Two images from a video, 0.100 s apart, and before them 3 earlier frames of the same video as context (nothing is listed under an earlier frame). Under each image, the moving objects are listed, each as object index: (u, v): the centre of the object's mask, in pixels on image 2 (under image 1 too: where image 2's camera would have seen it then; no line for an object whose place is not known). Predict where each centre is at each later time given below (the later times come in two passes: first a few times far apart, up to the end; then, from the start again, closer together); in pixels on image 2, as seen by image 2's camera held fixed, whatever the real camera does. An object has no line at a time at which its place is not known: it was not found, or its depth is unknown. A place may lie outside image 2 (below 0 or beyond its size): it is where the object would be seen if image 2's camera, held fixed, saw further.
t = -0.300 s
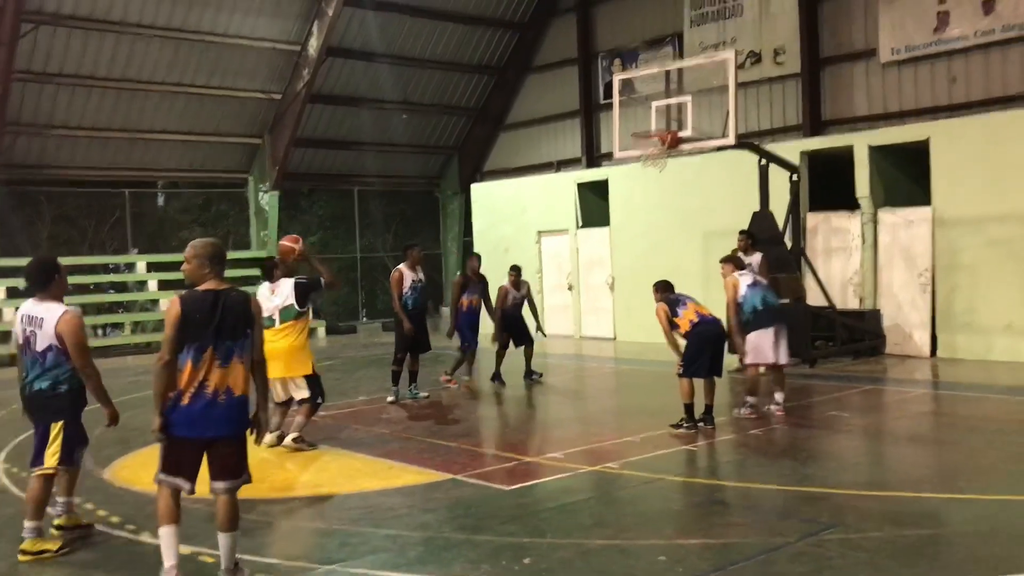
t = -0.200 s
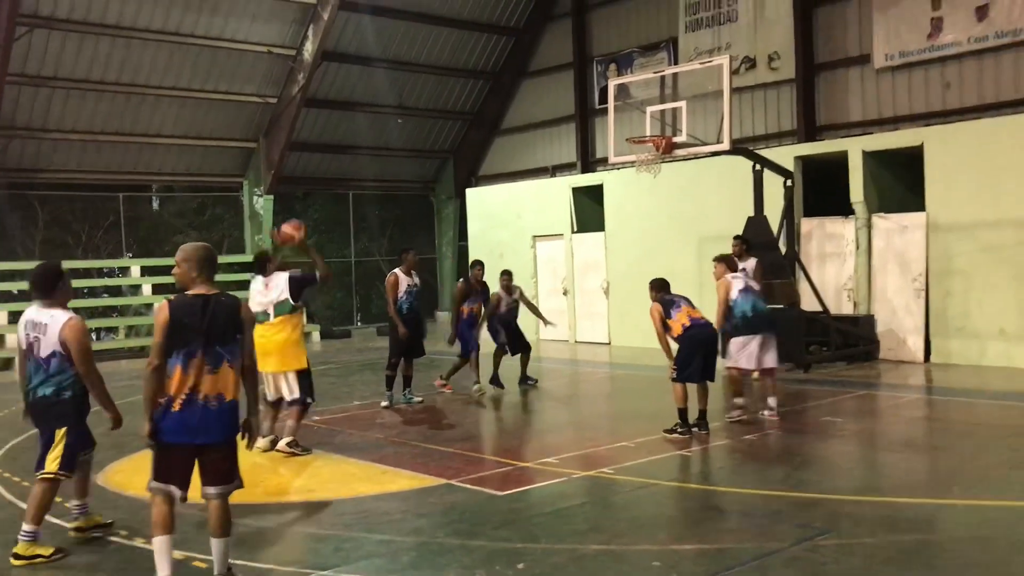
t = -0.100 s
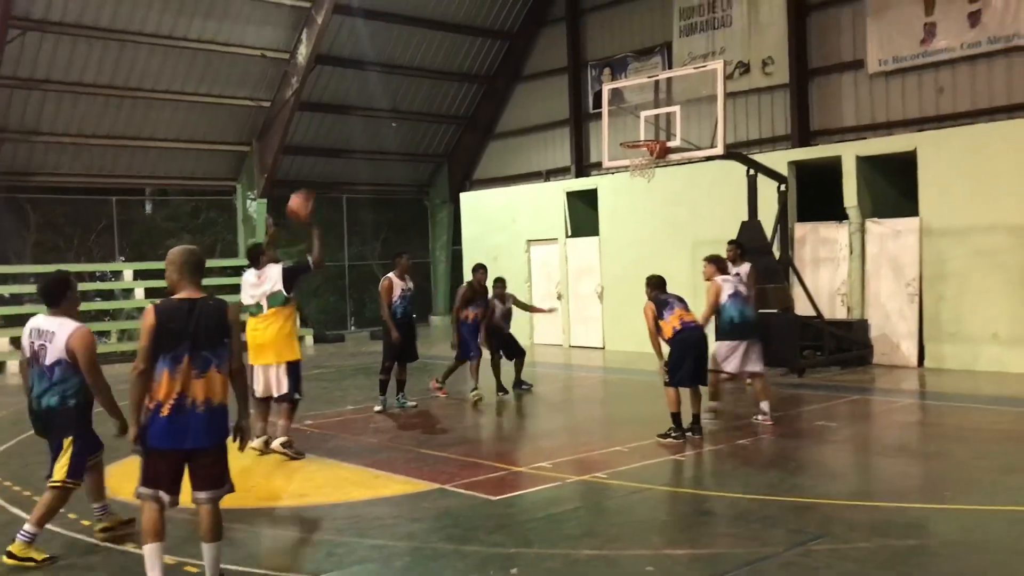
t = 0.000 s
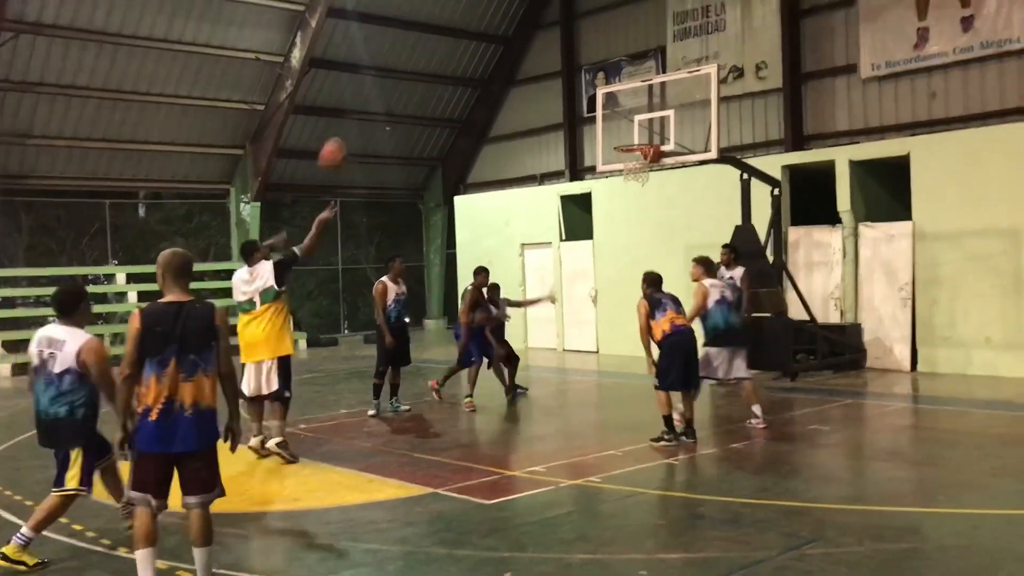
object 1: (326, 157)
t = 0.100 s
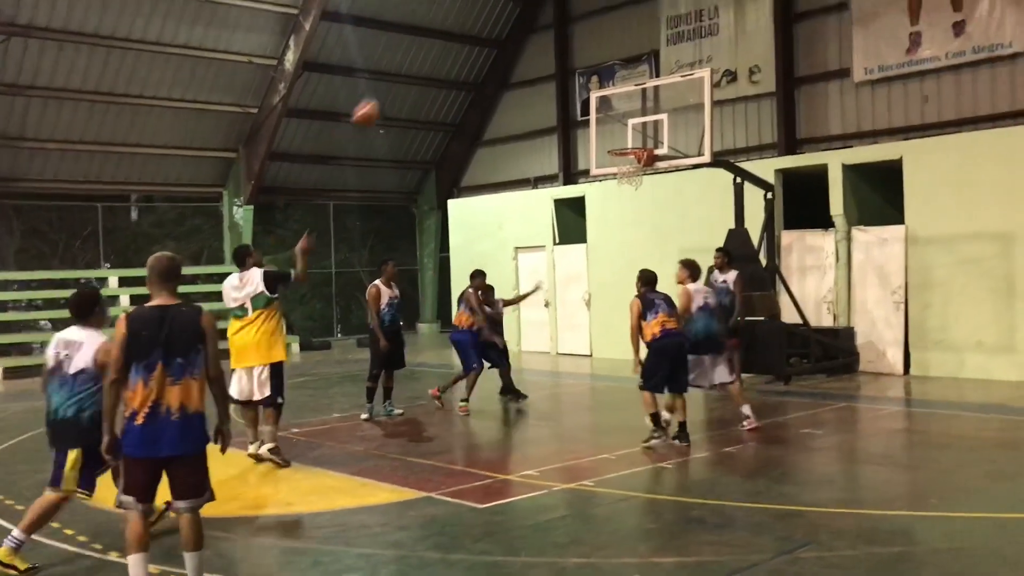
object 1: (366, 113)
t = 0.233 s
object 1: (414, 73)
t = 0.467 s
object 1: (495, 49)
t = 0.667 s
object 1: (555, 69)
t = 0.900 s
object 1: (618, 130)
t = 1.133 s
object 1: (627, 123)
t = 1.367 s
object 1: (625, 133)
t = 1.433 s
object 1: (624, 147)
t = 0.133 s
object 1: (379, 101)
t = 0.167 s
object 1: (391, 89)
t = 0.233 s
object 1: (414, 73)
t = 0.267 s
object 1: (426, 66)
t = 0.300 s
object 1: (439, 60)
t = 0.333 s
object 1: (449, 56)
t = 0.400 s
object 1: (473, 50)
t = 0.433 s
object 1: (484, 49)
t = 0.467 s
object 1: (495, 49)
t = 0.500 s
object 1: (505, 51)
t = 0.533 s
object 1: (515, 52)
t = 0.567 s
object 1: (525, 55)
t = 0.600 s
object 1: (535, 58)
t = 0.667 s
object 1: (555, 69)
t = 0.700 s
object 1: (564, 76)
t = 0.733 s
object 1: (573, 82)
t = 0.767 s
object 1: (583, 91)
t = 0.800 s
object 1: (590, 97)
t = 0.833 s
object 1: (600, 110)
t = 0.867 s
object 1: (611, 120)
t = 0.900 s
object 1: (618, 130)
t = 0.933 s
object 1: (626, 142)
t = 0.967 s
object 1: (630, 142)
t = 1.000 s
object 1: (630, 137)
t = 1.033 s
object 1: (629, 132)
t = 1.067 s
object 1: (628, 128)
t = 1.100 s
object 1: (627, 125)
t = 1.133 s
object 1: (627, 123)
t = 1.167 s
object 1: (626, 121)
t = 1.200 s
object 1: (626, 120)
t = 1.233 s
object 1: (626, 121)
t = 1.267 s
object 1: (625, 122)
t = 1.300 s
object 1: (625, 124)
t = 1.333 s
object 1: (625, 128)
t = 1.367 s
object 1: (625, 133)
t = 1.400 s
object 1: (624, 139)
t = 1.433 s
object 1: (624, 147)
